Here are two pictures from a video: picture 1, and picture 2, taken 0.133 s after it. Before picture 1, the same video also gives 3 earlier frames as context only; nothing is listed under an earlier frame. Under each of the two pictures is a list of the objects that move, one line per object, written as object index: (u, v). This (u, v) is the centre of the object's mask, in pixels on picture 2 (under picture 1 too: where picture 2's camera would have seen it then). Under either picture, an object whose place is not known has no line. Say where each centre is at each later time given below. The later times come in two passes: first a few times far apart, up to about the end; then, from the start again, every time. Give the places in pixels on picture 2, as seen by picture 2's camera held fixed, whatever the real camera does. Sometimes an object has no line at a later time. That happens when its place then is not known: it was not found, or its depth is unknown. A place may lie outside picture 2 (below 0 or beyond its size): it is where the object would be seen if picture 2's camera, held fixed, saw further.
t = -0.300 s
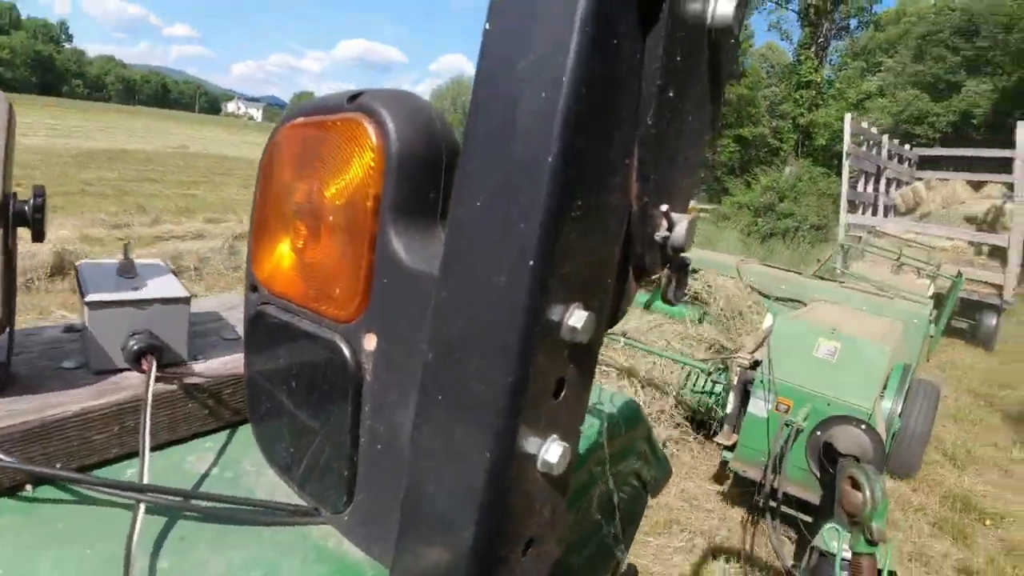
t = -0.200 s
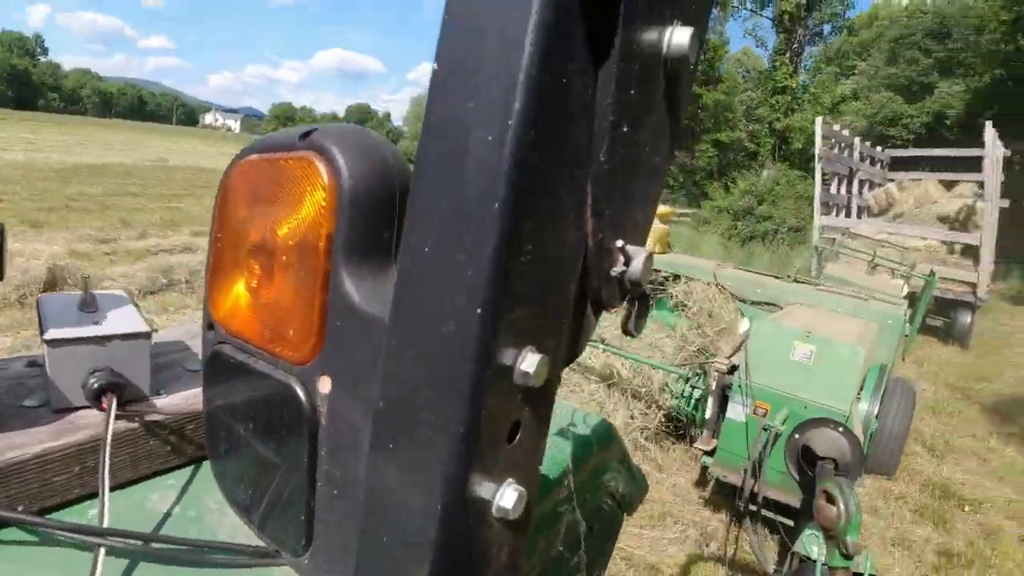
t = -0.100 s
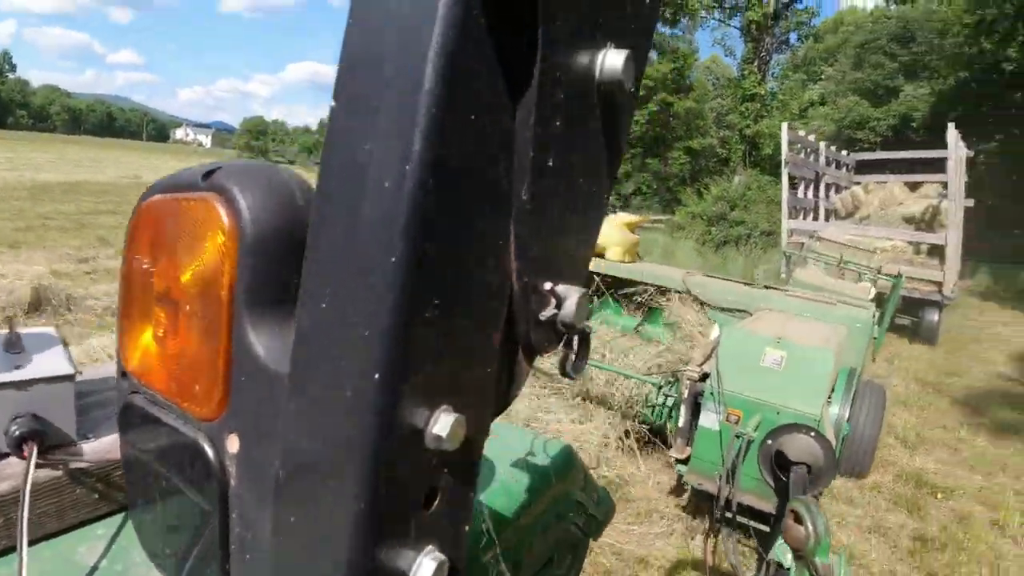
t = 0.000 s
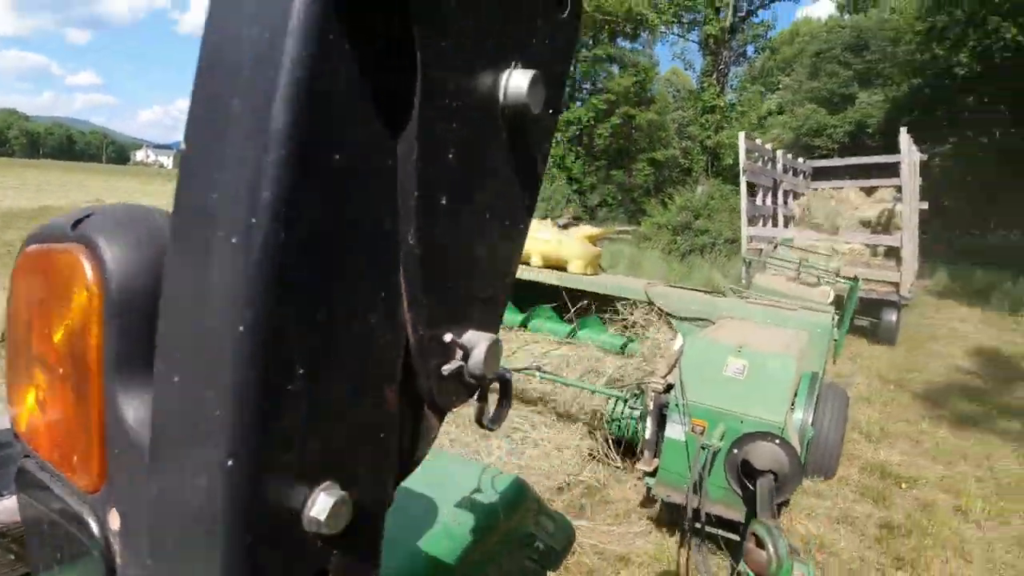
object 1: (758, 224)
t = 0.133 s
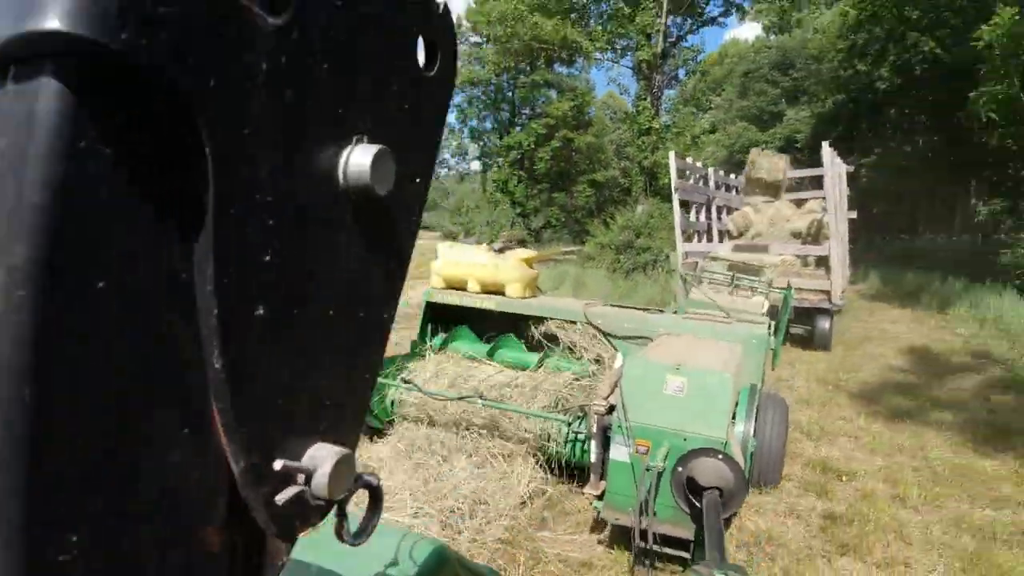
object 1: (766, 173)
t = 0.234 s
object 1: (770, 146)
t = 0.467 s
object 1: (778, 116)
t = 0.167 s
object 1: (767, 165)
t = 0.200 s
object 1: (769, 154)
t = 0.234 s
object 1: (770, 146)
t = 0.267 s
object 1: (771, 142)
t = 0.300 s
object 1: (773, 134)
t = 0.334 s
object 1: (774, 130)
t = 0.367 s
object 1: (775, 123)
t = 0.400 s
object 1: (776, 121)
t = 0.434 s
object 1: (777, 118)
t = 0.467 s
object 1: (778, 116)
